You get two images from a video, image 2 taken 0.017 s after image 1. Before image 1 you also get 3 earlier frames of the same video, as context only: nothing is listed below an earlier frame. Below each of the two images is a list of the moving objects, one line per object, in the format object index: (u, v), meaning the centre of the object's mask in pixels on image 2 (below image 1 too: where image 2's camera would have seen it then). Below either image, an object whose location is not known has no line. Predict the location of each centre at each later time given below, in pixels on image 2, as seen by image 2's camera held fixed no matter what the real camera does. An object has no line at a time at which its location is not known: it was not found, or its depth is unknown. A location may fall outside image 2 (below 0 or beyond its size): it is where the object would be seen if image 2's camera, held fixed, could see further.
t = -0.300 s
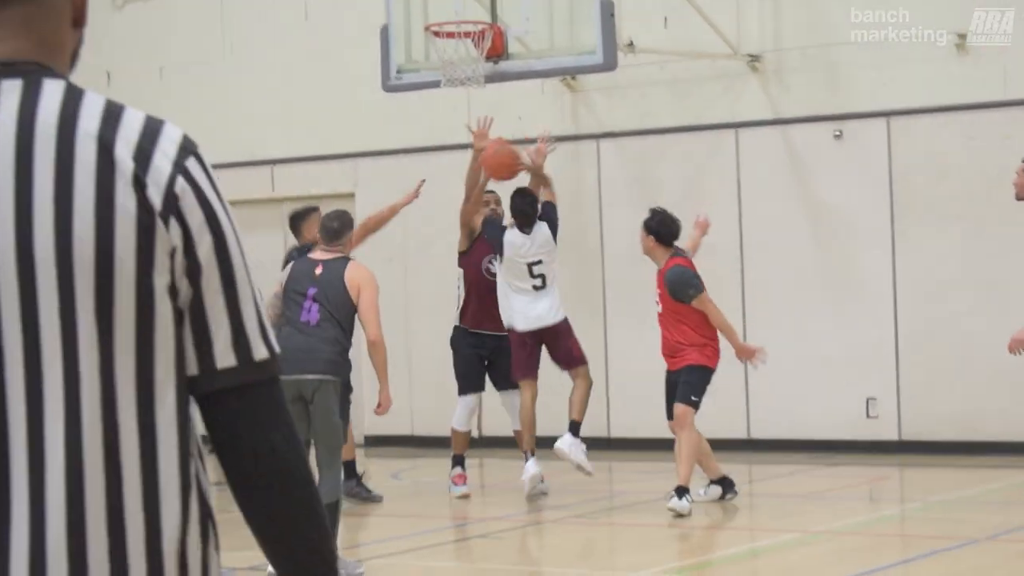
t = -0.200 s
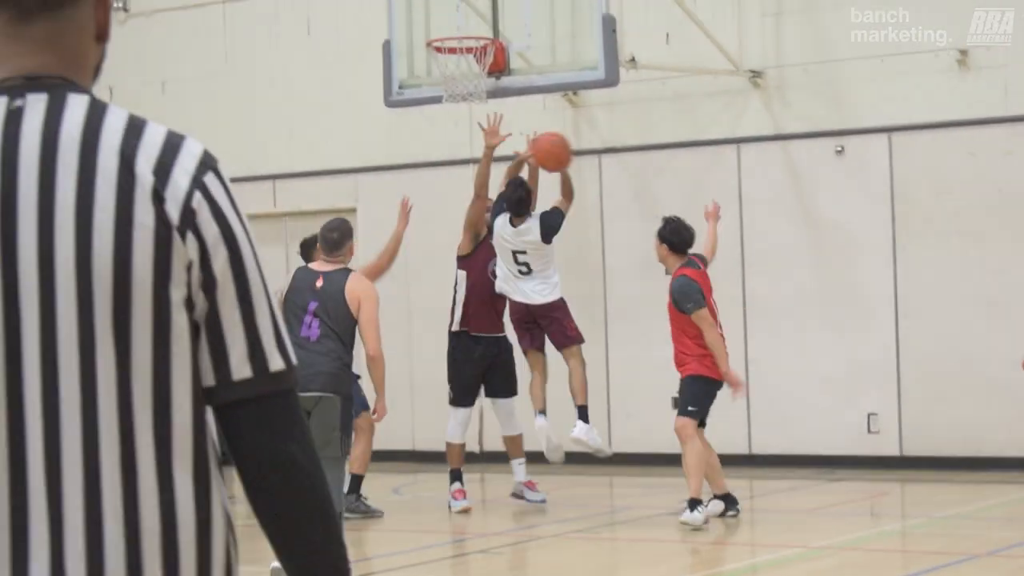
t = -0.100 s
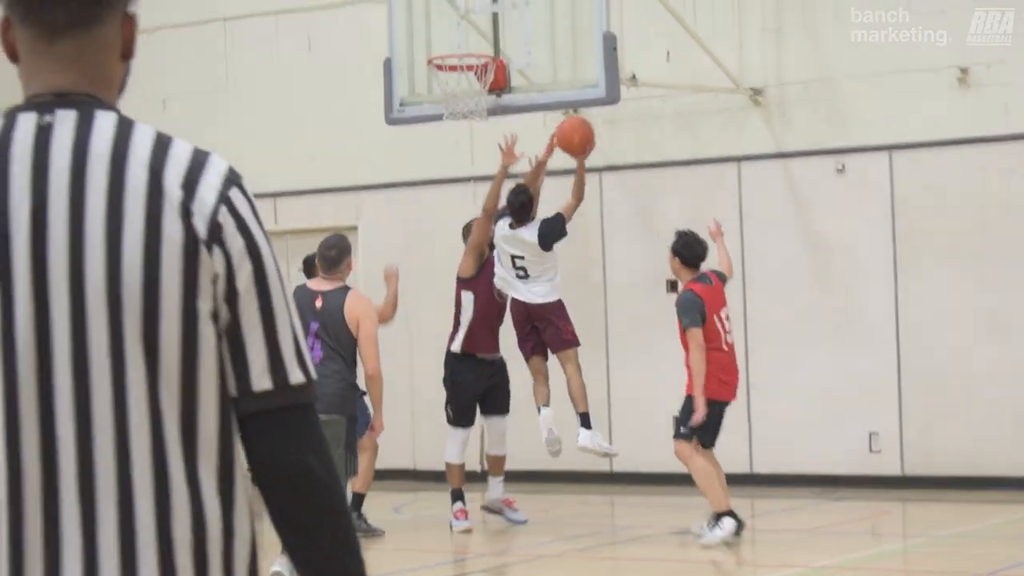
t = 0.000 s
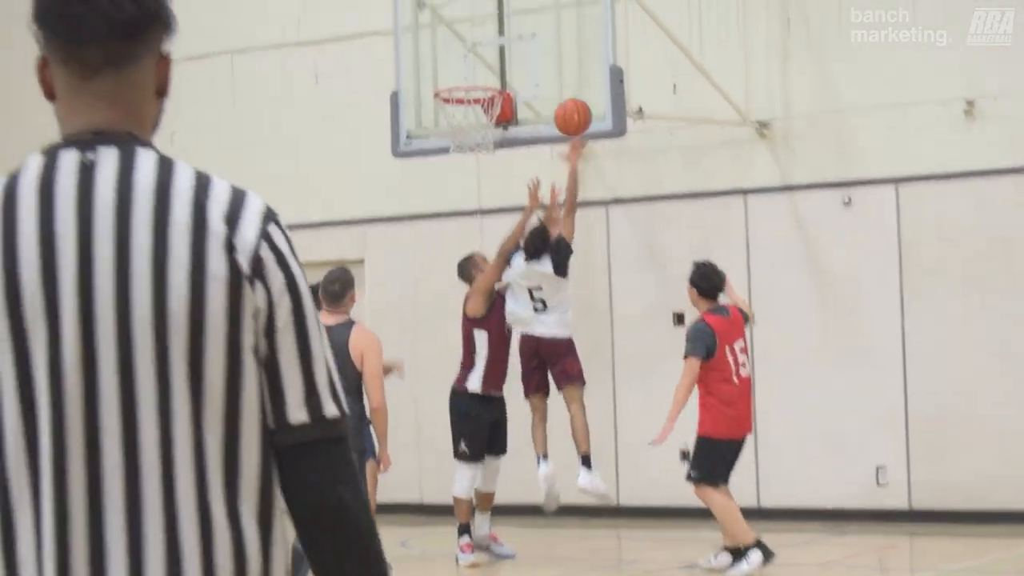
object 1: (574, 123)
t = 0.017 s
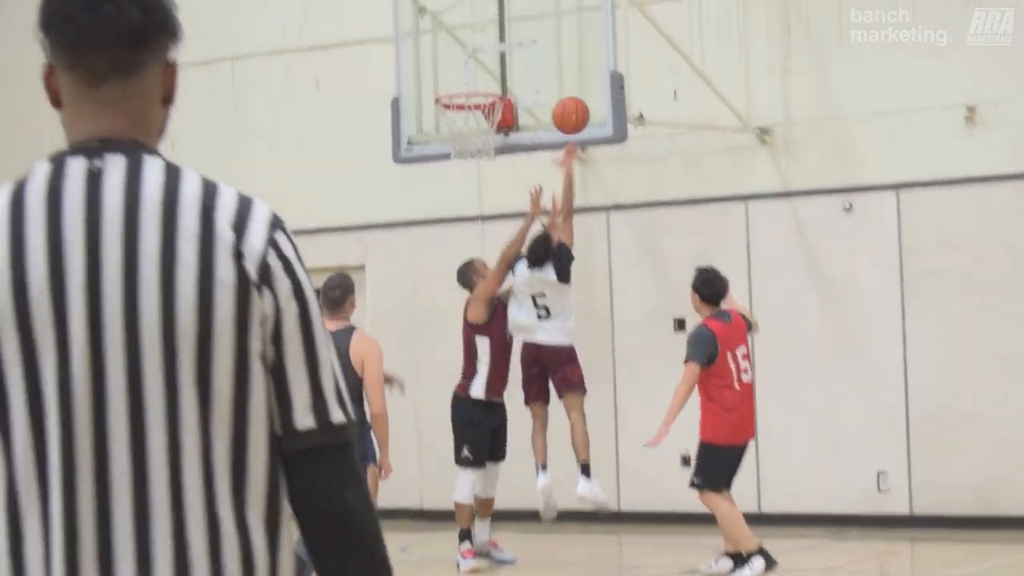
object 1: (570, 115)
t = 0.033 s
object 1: (567, 108)
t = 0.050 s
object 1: (564, 101)
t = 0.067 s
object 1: (561, 95)
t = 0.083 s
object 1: (558, 90)
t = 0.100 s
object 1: (555, 84)
